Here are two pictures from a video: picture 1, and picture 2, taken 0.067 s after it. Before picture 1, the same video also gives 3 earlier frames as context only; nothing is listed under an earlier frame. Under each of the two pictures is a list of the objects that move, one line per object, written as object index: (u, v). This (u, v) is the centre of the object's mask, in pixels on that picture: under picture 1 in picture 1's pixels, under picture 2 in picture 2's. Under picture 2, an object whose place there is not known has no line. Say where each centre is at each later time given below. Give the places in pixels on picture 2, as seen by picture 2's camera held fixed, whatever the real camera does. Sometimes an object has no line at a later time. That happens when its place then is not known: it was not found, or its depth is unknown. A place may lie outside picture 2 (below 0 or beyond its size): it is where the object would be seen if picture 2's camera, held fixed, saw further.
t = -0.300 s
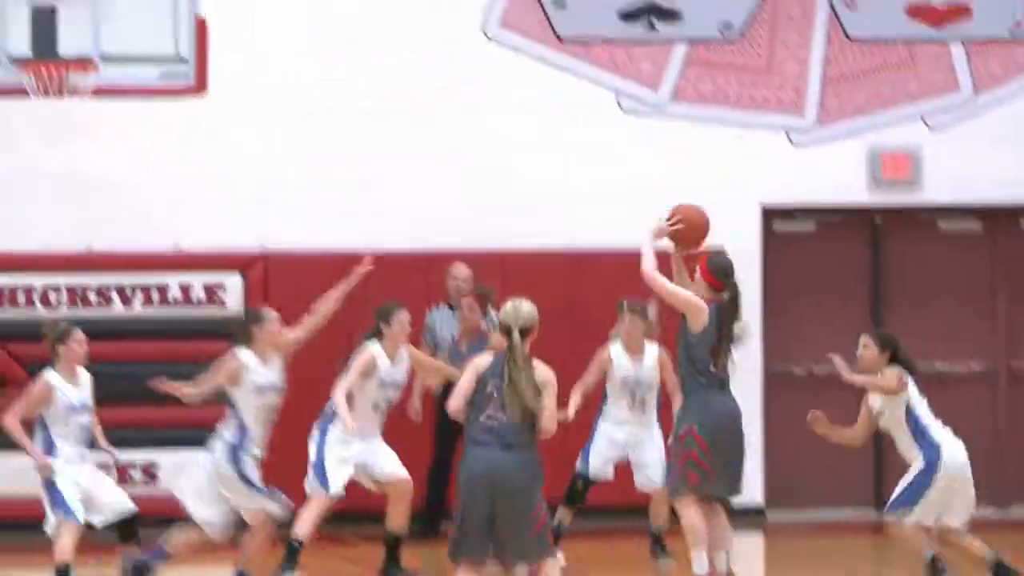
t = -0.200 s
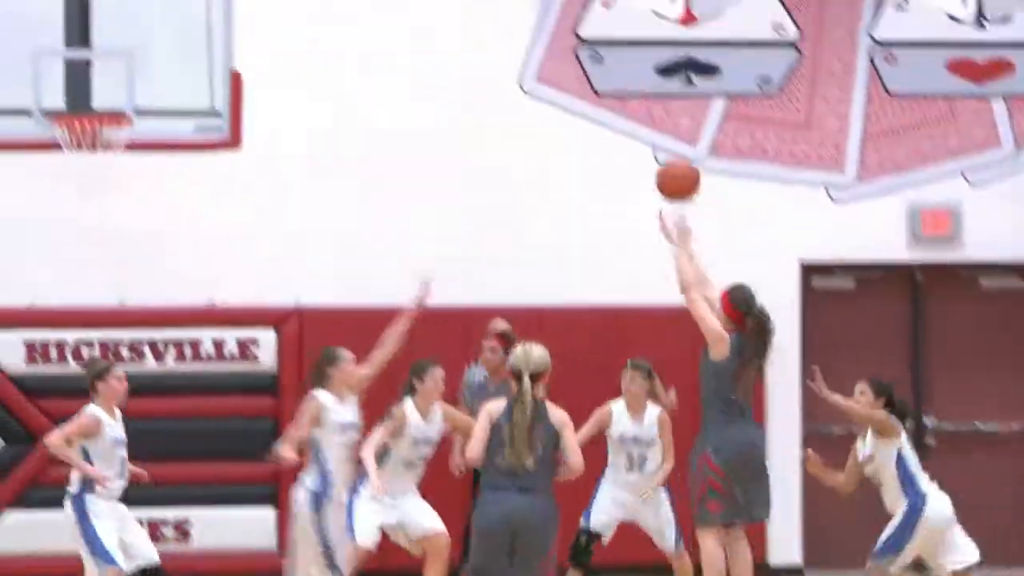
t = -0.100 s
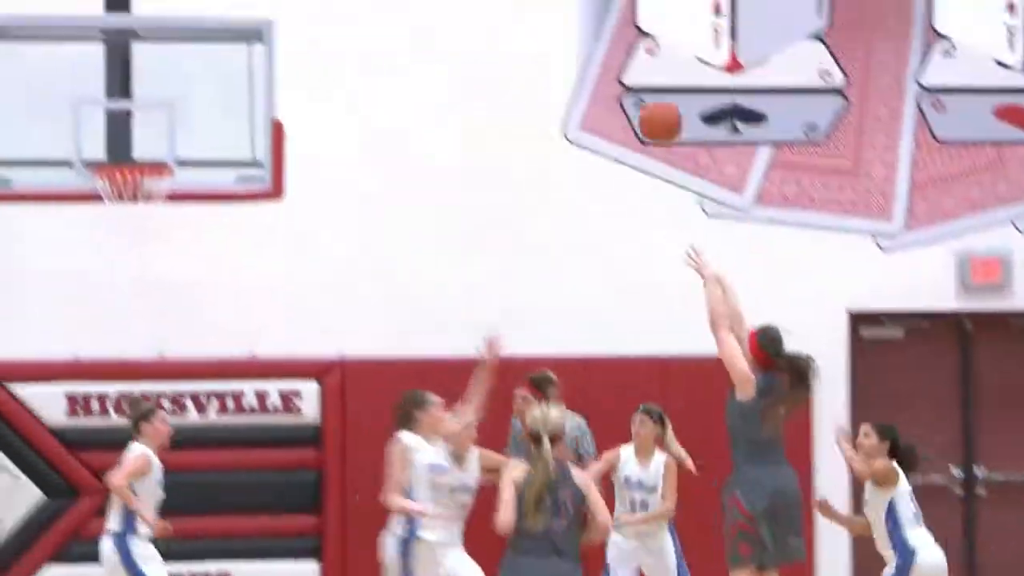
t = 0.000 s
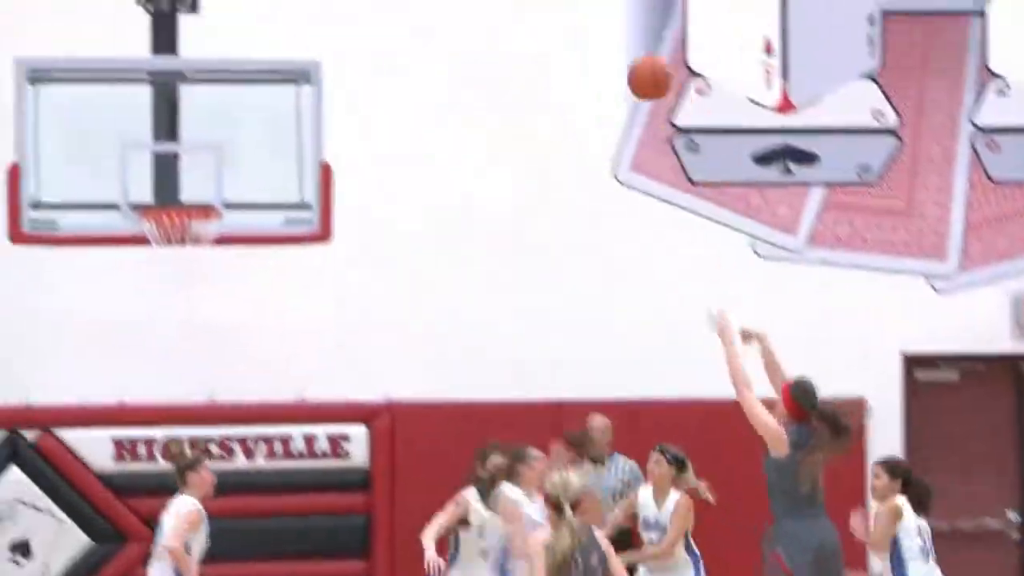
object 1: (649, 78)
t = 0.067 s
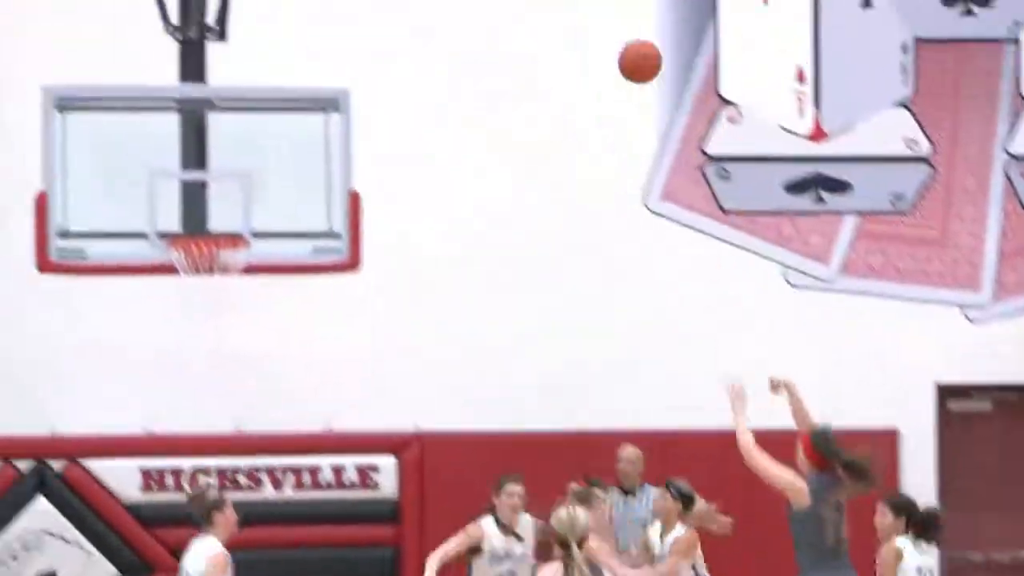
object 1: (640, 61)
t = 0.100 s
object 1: (620, 43)
